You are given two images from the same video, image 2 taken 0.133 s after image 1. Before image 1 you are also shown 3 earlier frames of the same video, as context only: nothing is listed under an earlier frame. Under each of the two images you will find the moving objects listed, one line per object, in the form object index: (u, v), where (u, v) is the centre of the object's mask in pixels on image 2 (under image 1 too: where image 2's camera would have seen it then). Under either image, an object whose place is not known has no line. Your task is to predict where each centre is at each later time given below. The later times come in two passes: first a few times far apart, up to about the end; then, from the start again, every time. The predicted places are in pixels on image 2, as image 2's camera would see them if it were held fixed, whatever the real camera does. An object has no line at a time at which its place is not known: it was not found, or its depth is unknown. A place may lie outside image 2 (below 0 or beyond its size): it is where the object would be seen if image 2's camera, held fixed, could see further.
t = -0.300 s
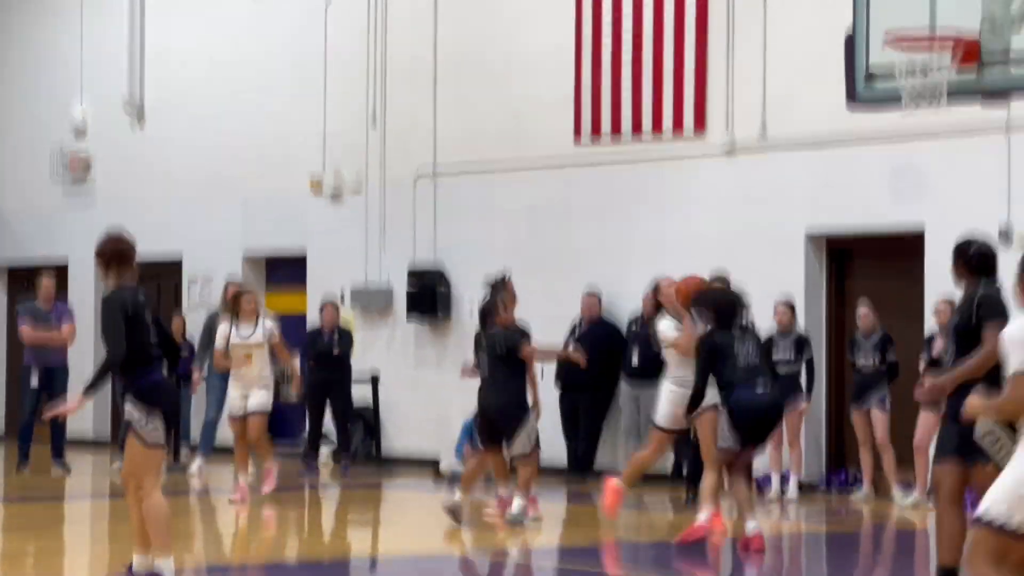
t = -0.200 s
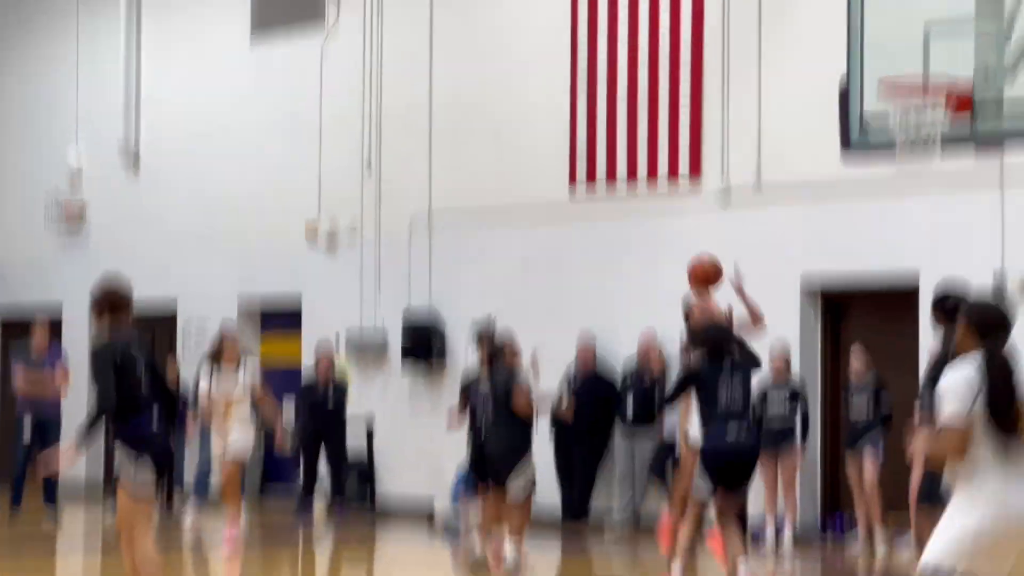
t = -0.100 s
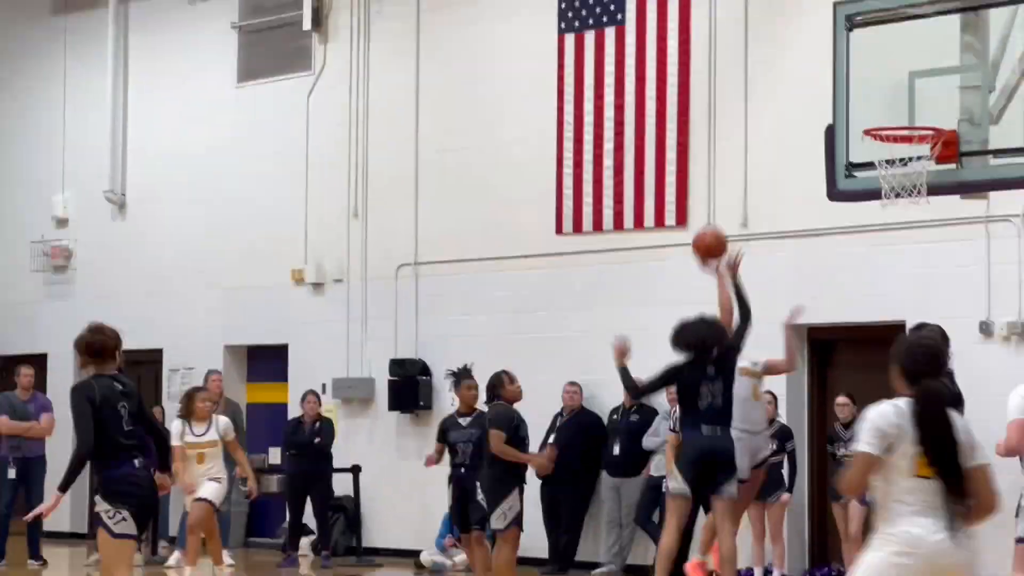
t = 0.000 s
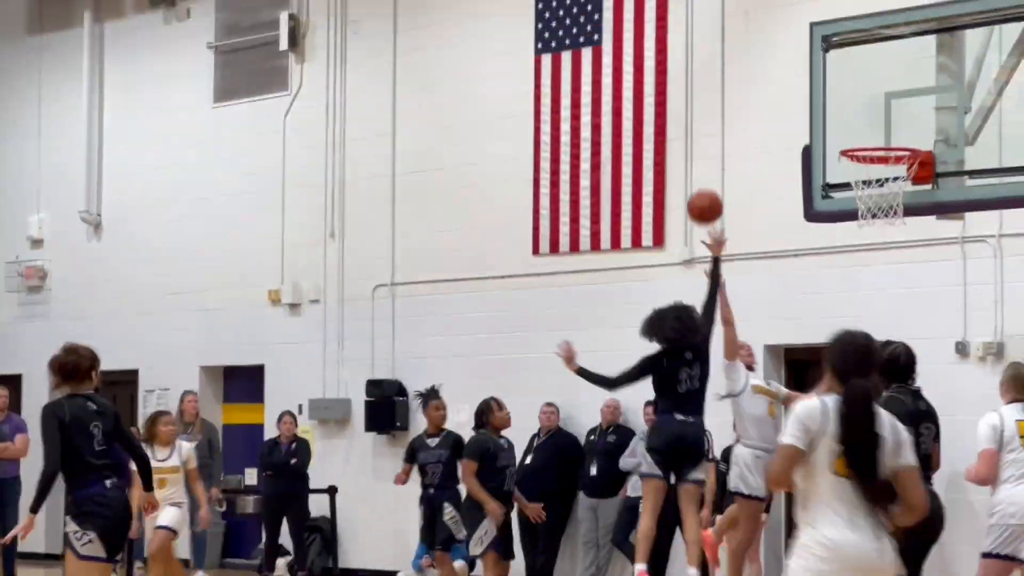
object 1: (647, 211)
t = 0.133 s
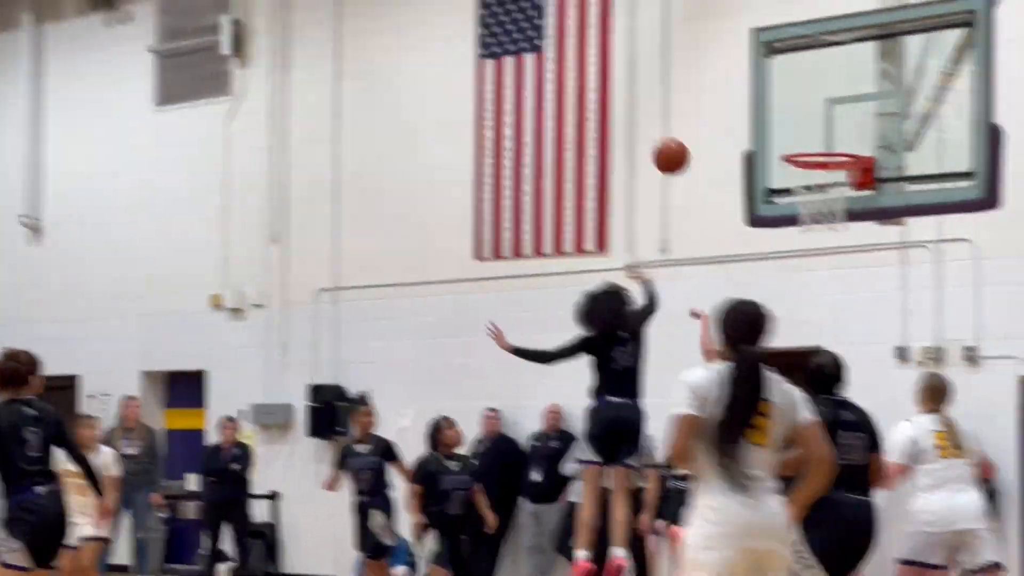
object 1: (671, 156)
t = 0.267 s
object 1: (694, 127)
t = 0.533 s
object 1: (743, 152)
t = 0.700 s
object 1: (776, 223)
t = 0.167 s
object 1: (677, 146)
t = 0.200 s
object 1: (683, 138)
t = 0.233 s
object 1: (687, 131)
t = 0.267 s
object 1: (694, 127)
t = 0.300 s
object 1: (701, 125)
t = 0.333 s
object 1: (706, 123)
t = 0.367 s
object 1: (713, 123)
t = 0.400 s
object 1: (719, 125)
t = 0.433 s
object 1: (724, 130)
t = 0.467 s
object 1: (732, 133)
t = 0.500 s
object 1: (737, 142)
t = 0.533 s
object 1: (743, 152)
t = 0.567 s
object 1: (750, 162)
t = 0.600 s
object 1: (756, 174)
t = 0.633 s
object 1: (763, 189)
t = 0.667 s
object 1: (769, 206)
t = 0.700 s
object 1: (776, 223)
